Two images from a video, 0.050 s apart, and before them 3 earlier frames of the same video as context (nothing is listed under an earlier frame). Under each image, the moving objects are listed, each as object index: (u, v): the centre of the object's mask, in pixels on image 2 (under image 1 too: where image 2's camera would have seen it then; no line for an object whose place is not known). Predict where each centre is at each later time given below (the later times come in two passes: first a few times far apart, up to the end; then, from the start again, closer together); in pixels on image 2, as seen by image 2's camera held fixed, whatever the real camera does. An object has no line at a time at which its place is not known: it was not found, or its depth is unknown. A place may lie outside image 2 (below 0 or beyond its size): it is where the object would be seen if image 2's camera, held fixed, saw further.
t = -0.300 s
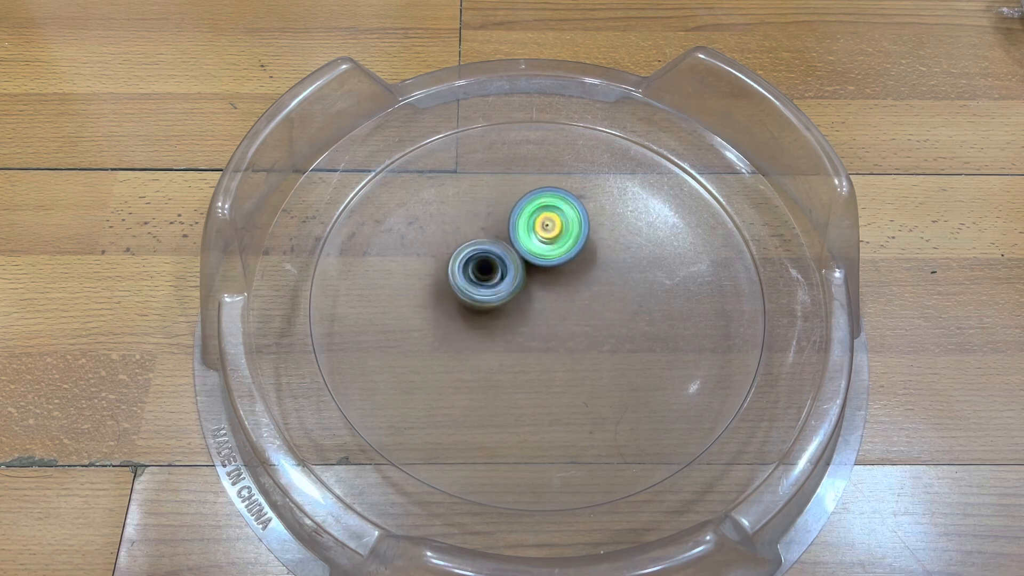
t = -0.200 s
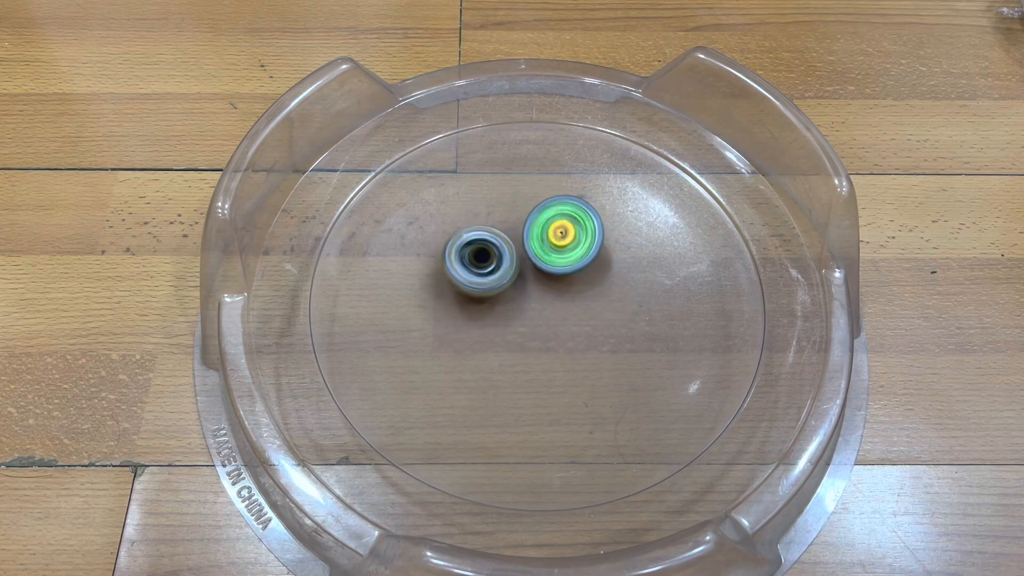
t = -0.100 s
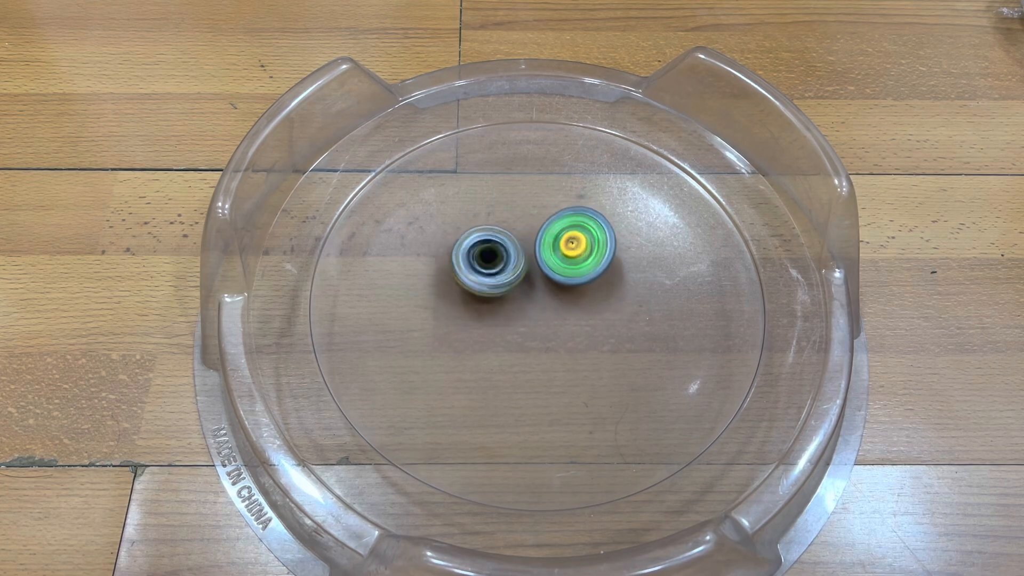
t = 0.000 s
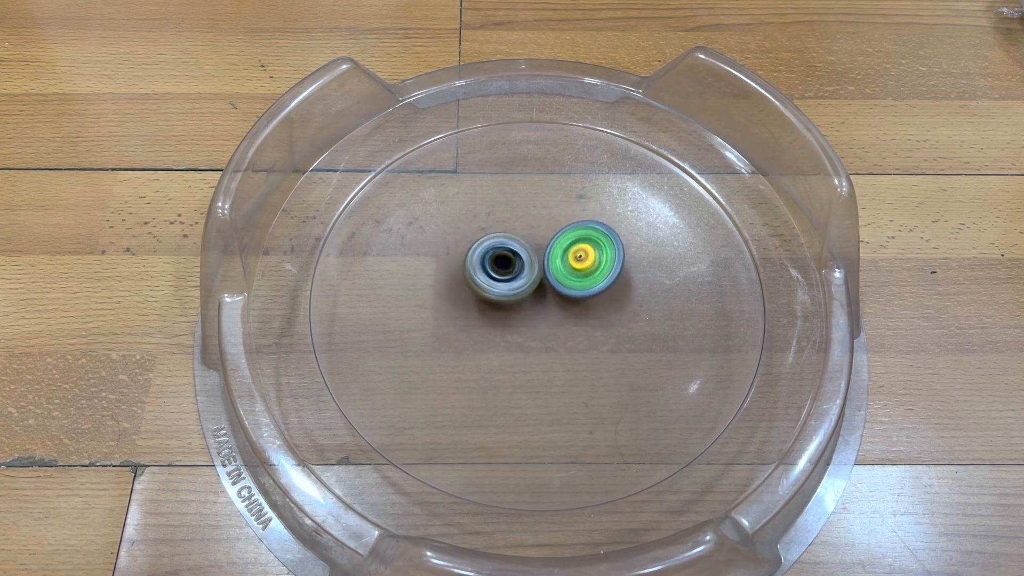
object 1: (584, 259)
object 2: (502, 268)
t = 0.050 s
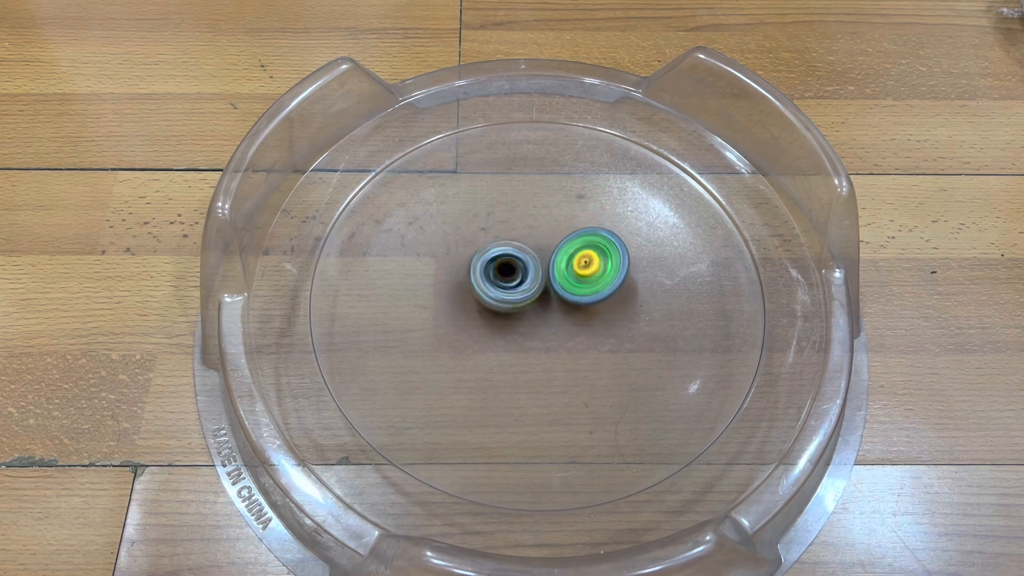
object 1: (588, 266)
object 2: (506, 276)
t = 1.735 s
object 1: (461, 267)
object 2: (598, 279)
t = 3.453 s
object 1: (516, 259)
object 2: (532, 337)
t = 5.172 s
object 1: (437, 252)
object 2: (563, 299)
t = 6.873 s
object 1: (431, 325)
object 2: (533, 302)
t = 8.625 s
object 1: (440, 427)
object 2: (521, 294)
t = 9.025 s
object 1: (517, 362)
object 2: (584, 312)
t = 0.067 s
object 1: (590, 268)
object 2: (507, 279)
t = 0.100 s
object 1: (590, 273)
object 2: (508, 284)
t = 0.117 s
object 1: (591, 276)
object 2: (508, 286)
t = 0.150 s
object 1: (591, 281)
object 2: (508, 292)
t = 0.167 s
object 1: (592, 284)
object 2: (508, 294)
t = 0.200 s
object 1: (592, 289)
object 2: (508, 299)
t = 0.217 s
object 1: (591, 291)
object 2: (508, 301)
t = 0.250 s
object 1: (591, 296)
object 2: (509, 306)
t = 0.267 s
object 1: (590, 299)
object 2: (509, 308)
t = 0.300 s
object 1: (596, 303)
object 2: (502, 310)
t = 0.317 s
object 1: (599, 306)
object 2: (496, 311)
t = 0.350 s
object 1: (601, 312)
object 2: (487, 311)
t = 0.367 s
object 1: (600, 315)
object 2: (484, 311)
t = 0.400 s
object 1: (596, 319)
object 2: (476, 310)
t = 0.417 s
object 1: (593, 321)
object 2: (473, 309)
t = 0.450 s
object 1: (590, 325)
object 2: (469, 306)
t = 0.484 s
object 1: (587, 328)
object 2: (467, 303)
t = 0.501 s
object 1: (585, 330)
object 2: (467, 301)
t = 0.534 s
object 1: (581, 333)
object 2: (467, 297)
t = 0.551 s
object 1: (579, 335)
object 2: (467, 294)
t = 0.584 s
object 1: (574, 337)
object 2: (471, 290)
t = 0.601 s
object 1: (571, 338)
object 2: (473, 288)
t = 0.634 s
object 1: (566, 340)
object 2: (479, 285)
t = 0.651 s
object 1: (564, 341)
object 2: (483, 283)
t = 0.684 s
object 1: (558, 343)
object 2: (491, 280)
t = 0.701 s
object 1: (555, 343)
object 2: (496, 280)
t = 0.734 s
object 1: (550, 344)
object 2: (505, 281)
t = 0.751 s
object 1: (547, 344)
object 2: (511, 282)
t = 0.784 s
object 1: (551, 354)
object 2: (513, 267)
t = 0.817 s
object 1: (556, 368)
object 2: (515, 255)
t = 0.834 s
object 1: (559, 374)
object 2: (516, 250)
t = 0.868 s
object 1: (565, 379)
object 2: (521, 241)
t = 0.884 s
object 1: (567, 380)
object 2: (527, 237)
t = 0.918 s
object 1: (568, 377)
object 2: (539, 231)
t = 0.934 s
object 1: (568, 376)
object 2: (546, 229)
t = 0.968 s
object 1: (564, 371)
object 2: (560, 227)
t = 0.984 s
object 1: (562, 370)
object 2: (568, 228)
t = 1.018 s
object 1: (558, 366)
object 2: (582, 233)
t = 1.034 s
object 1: (556, 363)
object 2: (587, 237)
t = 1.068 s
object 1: (553, 359)
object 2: (597, 247)
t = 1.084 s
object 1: (551, 357)
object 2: (600, 253)
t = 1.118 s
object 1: (548, 352)
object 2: (602, 266)
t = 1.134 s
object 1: (547, 350)
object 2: (601, 274)
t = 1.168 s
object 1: (545, 344)
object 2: (596, 287)
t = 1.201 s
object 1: (537, 343)
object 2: (594, 292)
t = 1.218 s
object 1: (533, 344)
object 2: (592, 295)
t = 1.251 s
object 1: (523, 343)
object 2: (592, 296)
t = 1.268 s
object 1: (516, 339)
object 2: (593, 294)
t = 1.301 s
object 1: (503, 336)
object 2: (594, 293)
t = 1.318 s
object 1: (500, 331)
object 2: (594, 293)
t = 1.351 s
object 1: (495, 326)
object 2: (594, 292)
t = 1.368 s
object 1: (495, 322)
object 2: (594, 291)
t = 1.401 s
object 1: (496, 316)
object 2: (593, 289)
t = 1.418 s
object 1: (497, 314)
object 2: (591, 289)
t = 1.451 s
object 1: (497, 310)
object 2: (589, 287)
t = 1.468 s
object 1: (498, 308)
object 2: (586, 286)
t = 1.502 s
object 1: (500, 303)
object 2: (583, 284)
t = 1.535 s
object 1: (498, 300)
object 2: (580, 281)
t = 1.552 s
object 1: (495, 298)
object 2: (581, 278)
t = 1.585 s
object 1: (493, 295)
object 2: (579, 274)
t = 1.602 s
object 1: (494, 293)
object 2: (578, 271)
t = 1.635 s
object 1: (497, 289)
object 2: (577, 268)
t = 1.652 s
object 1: (497, 287)
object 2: (577, 268)
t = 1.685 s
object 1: (476, 278)
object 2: (592, 271)
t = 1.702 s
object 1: (469, 273)
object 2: (595, 274)
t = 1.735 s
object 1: (461, 267)
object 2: (598, 279)
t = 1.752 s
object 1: (459, 265)
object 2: (597, 281)
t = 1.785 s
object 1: (459, 263)
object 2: (594, 288)
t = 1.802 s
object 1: (460, 263)
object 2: (592, 291)
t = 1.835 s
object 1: (462, 261)
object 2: (584, 296)
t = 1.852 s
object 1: (463, 260)
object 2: (579, 298)
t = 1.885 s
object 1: (465, 258)
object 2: (571, 301)
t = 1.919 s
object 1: (468, 257)
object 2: (561, 301)
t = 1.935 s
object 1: (469, 257)
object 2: (556, 302)
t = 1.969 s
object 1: (472, 256)
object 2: (547, 300)
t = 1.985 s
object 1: (473, 255)
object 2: (544, 298)
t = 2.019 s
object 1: (466, 245)
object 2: (550, 302)
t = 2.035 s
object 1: (464, 242)
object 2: (551, 303)
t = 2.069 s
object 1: (465, 239)
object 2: (552, 304)
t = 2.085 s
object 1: (465, 239)
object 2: (552, 306)
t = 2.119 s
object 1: (468, 239)
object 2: (552, 307)
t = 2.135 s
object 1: (469, 239)
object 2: (552, 308)
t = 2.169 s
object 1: (472, 240)
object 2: (551, 309)
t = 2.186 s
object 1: (474, 240)
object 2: (551, 310)
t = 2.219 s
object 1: (476, 241)
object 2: (550, 312)
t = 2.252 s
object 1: (480, 242)
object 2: (549, 312)
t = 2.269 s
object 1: (481, 243)
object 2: (547, 312)
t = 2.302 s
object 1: (484, 245)
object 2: (545, 312)
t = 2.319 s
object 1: (485, 246)
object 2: (543, 312)
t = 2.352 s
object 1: (488, 249)
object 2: (541, 310)
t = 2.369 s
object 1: (489, 250)
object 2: (540, 310)
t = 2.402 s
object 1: (489, 241)
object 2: (536, 316)
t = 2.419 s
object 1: (490, 238)
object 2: (536, 318)
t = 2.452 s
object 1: (492, 238)
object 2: (531, 319)
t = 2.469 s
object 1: (493, 239)
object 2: (526, 319)
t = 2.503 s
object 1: (494, 241)
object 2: (519, 318)
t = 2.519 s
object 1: (496, 242)
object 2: (515, 316)
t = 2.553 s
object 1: (499, 235)
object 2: (507, 318)
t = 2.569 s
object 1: (501, 233)
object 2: (503, 319)
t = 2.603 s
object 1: (503, 235)
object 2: (496, 316)
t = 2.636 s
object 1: (504, 237)
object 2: (490, 312)
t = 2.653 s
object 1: (505, 237)
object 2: (489, 310)
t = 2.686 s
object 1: (512, 227)
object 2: (483, 313)
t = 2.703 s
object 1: (514, 224)
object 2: (480, 315)
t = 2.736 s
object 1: (518, 222)
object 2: (474, 314)
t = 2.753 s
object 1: (518, 223)
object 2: (472, 313)
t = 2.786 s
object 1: (518, 224)
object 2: (469, 309)
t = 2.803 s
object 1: (519, 225)
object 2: (468, 306)
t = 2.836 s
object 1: (521, 227)
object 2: (469, 302)
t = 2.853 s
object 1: (521, 227)
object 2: (469, 301)
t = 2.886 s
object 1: (522, 229)
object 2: (473, 296)
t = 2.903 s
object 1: (522, 230)
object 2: (476, 294)
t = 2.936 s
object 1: (525, 229)
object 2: (478, 294)
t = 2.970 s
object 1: (529, 228)
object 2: (479, 297)
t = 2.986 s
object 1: (529, 228)
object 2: (481, 298)
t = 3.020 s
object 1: (529, 231)
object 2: (483, 301)
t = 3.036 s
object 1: (529, 232)
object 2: (485, 302)
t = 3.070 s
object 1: (530, 234)
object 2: (488, 305)
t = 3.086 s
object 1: (530, 236)
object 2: (490, 307)
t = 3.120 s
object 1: (530, 238)
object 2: (495, 310)
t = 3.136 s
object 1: (530, 239)
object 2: (497, 312)
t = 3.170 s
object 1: (529, 241)
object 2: (502, 315)
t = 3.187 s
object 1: (529, 242)
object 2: (505, 317)
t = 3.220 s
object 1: (528, 245)
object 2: (509, 320)
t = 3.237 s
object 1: (528, 246)
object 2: (511, 322)
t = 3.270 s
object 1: (526, 248)
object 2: (515, 325)
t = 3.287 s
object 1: (526, 249)
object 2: (517, 326)
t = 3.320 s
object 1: (524, 251)
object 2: (520, 329)
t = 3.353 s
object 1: (522, 253)
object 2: (524, 332)
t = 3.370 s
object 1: (521, 254)
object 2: (524, 333)
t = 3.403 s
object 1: (520, 256)
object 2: (527, 335)
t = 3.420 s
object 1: (518, 258)
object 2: (529, 336)
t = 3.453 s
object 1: (516, 259)
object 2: (532, 337)
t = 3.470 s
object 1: (515, 260)
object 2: (533, 337)
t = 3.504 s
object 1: (513, 262)
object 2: (535, 338)
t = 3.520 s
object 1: (511, 263)
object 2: (538, 338)
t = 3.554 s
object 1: (509, 264)
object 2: (540, 338)
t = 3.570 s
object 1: (508, 264)
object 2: (541, 337)
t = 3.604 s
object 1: (505, 265)
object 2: (544, 336)
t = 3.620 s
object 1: (504, 265)
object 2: (545, 335)
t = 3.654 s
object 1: (502, 266)
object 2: (547, 333)
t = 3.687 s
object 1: (499, 266)
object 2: (550, 330)
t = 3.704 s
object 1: (498, 267)
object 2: (551, 328)
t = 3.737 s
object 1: (495, 266)
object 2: (553, 326)
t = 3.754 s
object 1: (494, 266)
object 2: (554, 324)
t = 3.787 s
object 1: (492, 266)
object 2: (556, 320)
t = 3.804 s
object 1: (490, 266)
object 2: (558, 319)
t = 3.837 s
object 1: (488, 266)
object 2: (559, 315)
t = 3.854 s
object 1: (488, 265)
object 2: (561, 313)
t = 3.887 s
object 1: (485, 265)
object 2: (563, 310)
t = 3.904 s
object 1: (485, 264)
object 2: (565, 307)
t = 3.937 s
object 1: (483, 263)
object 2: (568, 305)
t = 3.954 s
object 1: (483, 263)
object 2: (569, 302)
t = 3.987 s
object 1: (482, 262)
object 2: (572, 298)
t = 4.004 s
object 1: (481, 262)
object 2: (573, 296)
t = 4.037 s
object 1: (480, 260)
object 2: (575, 292)
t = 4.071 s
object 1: (480, 259)
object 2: (577, 288)
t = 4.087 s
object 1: (480, 259)
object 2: (578, 286)
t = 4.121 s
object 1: (480, 258)
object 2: (579, 283)
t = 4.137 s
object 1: (479, 257)
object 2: (579, 282)
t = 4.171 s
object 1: (480, 257)
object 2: (581, 279)
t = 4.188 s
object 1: (480, 257)
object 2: (581, 278)
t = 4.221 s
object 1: (481, 256)
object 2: (581, 276)
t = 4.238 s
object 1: (482, 256)
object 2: (580, 276)
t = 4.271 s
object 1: (483, 256)
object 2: (580, 274)
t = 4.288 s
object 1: (483, 256)
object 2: (579, 273)
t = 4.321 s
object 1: (485, 256)
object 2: (577, 272)
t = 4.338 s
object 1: (486, 256)
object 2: (576, 271)
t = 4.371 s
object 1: (487, 256)
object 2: (573, 271)
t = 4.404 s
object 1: (489, 257)
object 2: (570, 269)
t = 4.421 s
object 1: (486, 255)
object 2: (571, 271)
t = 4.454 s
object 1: (483, 254)
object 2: (573, 274)
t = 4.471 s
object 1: (484, 254)
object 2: (574, 275)
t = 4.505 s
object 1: (486, 256)
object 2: (574, 277)
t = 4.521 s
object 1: (486, 257)
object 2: (572, 277)
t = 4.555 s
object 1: (486, 257)
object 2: (567, 279)
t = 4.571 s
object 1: (486, 257)
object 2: (564, 279)
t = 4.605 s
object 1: (470, 251)
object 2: (577, 286)
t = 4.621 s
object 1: (462, 249)
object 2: (582, 291)
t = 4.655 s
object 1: (454, 246)
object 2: (593, 300)
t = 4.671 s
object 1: (453, 247)
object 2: (597, 305)
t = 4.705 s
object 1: (453, 248)
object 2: (602, 315)
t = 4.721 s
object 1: (452, 249)
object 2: (602, 321)
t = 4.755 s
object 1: (450, 250)
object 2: (600, 333)
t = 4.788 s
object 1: (450, 251)
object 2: (593, 344)
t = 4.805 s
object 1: (449, 251)
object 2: (587, 348)
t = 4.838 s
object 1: (448, 253)
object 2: (574, 353)
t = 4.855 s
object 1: (448, 253)
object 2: (568, 355)
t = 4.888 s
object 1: (447, 254)
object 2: (554, 355)
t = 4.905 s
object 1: (447, 254)
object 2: (548, 354)
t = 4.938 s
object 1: (446, 255)
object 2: (535, 347)
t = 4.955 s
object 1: (446, 256)
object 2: (529, 342)
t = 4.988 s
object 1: (446, 257)
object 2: (519, 332)
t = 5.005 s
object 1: (446, 258)
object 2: (516, 326)
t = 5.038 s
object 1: (446, 259)
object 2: (512, 312)
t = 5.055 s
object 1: (445, 258)
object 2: (514, 307)
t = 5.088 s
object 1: (435, 251)
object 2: (529, 302)
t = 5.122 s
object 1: (435, 249)
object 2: (543, 299)
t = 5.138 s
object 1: (436, 250)
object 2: (550, 298)
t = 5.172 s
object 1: (437, 252)
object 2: (563, 299)
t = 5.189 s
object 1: (437, 252)
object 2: (571, 300)
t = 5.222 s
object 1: (436, 252)
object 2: (583, 304)
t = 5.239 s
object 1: (436, 253)
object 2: (590, 307)
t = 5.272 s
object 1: (437, 254)
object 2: (599, 314)
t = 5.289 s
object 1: (437, 254)
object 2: (602, 317)
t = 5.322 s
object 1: (437, 255)
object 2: (605, 324)
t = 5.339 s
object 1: (438, 256)
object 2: (605, 327)
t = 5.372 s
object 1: (439, 257)
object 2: (604, 332)
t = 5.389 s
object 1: (439, 258)
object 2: (602, 333)
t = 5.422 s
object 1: (440, 260)
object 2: (598, 338)
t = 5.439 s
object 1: (441, 261)
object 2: (595, 339)
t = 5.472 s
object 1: (442, 262)
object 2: (588, 339)
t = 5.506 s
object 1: (443, 264)
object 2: (579, 339)
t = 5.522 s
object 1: (443, 265)
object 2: (573, 337)
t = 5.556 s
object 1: (445, 268)
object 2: (563, 334)
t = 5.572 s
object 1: (445, 269)
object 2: (557, 330)
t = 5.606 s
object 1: (446, 271)
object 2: (549, 323)
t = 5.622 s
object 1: (447, 272)
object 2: (544, 318)
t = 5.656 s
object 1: (448, 274)
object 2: (537, 307)
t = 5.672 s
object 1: (448, 276)
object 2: (535, 300)
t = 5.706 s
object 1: (449, 278)
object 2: (534, 288)
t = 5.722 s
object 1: (450, 279)
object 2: (534, 281)
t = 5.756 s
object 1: (450, 282)
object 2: (537, 269)
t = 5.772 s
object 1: (450, 283)
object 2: (539, 263)
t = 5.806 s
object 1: (451, 285)
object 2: (546, 252)
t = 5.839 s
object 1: (451, 288)
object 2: (555, 245)
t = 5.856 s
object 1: (451, 289)
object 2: (560, 241)
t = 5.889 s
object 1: (451, 291)
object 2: (572, 238)
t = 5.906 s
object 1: (451, 292)
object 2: (577, 237)
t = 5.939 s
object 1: (451, 294)
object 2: (586, 239)
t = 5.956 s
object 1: (451, 295)
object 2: (590, 241)
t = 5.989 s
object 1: (451, 298)
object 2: (595, 247)
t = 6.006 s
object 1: (451, 299)
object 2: (597, 249)
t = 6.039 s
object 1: (451, 301)
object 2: (598, 255)
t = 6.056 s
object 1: (451, 301)
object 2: (597, 260)
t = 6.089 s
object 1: (450, 303)
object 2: (595, 268)
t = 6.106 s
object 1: (450, 304)
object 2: (592, 272)
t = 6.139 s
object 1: (449, 306)
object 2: (585, 280)
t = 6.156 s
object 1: (449, 307)
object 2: (580, 283)
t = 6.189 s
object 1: (449, 308)
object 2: (568, 290)
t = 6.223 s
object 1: (448, 309)
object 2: (554, 293)
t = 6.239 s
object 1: (448, 310)
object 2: (547, 294)
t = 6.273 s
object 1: (447, 311)
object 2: (532, 293)
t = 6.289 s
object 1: (447, 311)
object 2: (526, 291)
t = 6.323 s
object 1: (428, 314)
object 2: (535, 283)
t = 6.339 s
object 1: (420, 315)
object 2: (542, 278)
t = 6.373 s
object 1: (413, 317)
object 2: (556, 273)
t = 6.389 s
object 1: (411, 318)
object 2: (563, 271)
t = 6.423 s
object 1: (410, 320)
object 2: (576, 270)
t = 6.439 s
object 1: (410, 319)
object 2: (583, 270)
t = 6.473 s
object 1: (411, 318)
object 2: (596, 273)
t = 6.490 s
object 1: (411, 318)
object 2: (601, 274)
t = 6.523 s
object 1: (411, 319)
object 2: (611, 281)
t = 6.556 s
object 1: (412, 318)
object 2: (615, 290)
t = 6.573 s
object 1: (412, 318)
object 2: (616, 294)
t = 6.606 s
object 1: (413, 318)
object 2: (615, 302)
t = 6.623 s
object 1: (414, 318)
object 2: (613, 305)
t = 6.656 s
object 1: (416, 319)
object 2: (608, 311)
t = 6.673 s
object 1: (416, 319)
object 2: (604, 313)
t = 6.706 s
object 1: (418, 319)
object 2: (594, 317)
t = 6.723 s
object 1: (420, 319)
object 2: (589, 319)
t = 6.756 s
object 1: (422, 321)
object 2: (576, 319)
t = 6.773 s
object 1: (423, 321)
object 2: (570, 319)
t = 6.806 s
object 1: (426, 322)
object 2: (557, 316)
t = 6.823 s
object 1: (427, 322)
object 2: (551, 314)
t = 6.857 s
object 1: (430, 324)
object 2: (538, 306)
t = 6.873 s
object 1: (431, 325)
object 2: (533, 302)
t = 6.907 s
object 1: (434, 326)
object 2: (523, 292)
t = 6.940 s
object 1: (437, 328)
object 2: (518, 281)
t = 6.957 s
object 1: (439, 328)
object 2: (515, 275)
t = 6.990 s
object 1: (441, 331)
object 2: (514, 262)
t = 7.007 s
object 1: (442, 332)
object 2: (514, 257)
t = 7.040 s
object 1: (446, 334)
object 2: (517, 246)
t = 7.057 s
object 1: (448, 335)
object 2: (519, 241)
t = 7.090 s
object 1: (450, 338)
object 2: (527, 232)
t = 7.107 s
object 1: (451, 339)
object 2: (531, 228)
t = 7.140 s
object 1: (454, 342)
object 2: (542, 225)
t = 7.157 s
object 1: (455, 343)
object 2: (547, 224)
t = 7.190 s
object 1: (457, 345)
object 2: (558, 228)
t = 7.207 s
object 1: (457, 346)
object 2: (563, 230)
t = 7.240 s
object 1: (459, 348)
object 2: (569, 239)
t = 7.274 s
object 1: (460, 350)
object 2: (572, 248)
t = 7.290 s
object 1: (461, 351)
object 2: (572, 252)
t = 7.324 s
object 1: (461, 353)
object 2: (572, 262)
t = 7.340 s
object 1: (461, 354)
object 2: (570, 268)
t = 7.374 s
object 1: (462, 355)
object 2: (563, 278)
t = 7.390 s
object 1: (462, 357)
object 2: (559, 283)
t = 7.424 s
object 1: (462, 358)
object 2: (549, 291)
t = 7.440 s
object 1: (462, 359)
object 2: (543, 294)
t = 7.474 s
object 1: (462, 360)
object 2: (530, 299)
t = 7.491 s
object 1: (462, 361)
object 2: (523, 300)
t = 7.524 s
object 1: (462, 361)
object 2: (510, 301)
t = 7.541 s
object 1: (462, 362)
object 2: (503, 300)
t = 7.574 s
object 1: (461, 363)
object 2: (490, 297)
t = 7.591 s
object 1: (461, 363)
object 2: (484, 295)
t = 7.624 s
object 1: (461, 363)
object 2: (474, 288)
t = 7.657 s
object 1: (461, 363)
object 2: (467, 280)
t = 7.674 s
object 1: (461, 363)
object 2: (465, 275)
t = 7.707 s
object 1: (461, 362)
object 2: (464, 266)
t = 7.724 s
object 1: (462, 362)
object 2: (466, 261)
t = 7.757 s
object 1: (462, 361)
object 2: (472, 255)
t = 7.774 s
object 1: (463, 361)
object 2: (477, 252)
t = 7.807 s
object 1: (464, 361)
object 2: (486, 251)
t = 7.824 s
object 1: (465, 360)
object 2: (492, 251)
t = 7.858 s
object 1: (467, 360)
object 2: (502, 252)
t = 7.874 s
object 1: (467, 359)
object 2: (506, 253)
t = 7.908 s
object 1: (470, 359)
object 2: (516, 258)
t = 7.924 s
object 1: (470, 359)
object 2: (521, 262)
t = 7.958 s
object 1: (472, 359)
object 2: (530, 271)
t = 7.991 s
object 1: (475, 359)
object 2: (537, 281)
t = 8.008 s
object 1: (476, 359)
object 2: (539, 286)
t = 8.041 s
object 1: (479, 359)
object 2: (542, 298)
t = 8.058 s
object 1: (480, 359)
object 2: (542, 304)
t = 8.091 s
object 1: (483, 359)
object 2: (542, 314)
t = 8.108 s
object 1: (484, 359)
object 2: (541, 317)
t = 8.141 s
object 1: (480, 361)
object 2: (540, 326)
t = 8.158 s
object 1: (475, 366)
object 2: (540, 331)
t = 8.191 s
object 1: (467, 383)
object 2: (538, 338)
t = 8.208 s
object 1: (464, 389)
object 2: (536, 340)
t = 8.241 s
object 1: (465, 394)
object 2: (532, 342)
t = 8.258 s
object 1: (464, 397)
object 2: (528, 345)
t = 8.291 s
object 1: (463, 397)
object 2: (522, 350)
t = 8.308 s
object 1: (458, 401)
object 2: (520, 348)
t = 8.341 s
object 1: (447, 414)
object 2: (517, 345)
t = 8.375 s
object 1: (442, 422)
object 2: (513, 342)
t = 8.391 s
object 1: (440, 426)
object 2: (509, 341)
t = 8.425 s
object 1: (439, 430)
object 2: (504, 337)
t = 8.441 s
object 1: (438, 431)
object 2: (502, 333)
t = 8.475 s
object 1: (437, 430)
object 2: (500, 327)
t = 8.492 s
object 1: (437, 429)
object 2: (500, 322)
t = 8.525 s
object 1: (438, 429)
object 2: (502, 315)
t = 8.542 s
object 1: (439, 429)
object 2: (504, 311)
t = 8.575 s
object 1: (439, 428)
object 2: (510, 303)
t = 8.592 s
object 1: (439, 427)
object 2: (513, 300)
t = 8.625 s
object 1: (440, 427)
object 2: (521, 294)
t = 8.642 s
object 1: (440, 426)
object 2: (526, 292)
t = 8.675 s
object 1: (441, 426)
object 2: (535, 288)
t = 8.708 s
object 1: (442, 425)
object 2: (545, 287)
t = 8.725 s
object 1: (443, 424)
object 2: (550, 286)
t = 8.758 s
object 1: (445, 420)
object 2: (561, 286)
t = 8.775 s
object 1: (446, 418)
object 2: (565, 286)
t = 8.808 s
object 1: (450, 412)
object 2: (574, 289)
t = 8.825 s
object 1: (453, 409)
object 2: (578, 291)
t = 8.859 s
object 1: (460, 402)
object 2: (584, 295)
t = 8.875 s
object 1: (465, 399)
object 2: (587, 299)
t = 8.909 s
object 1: (475, 392)
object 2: (588, 303)
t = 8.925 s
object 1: (480, 388)
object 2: (589, 306)
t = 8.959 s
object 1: (493, 381)
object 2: (587, 310)
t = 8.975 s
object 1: (500, 377)
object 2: (587, 312)
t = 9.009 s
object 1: (515, 366)
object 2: (583, 314)
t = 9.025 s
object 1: (517, 362)
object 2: (584, 312)
